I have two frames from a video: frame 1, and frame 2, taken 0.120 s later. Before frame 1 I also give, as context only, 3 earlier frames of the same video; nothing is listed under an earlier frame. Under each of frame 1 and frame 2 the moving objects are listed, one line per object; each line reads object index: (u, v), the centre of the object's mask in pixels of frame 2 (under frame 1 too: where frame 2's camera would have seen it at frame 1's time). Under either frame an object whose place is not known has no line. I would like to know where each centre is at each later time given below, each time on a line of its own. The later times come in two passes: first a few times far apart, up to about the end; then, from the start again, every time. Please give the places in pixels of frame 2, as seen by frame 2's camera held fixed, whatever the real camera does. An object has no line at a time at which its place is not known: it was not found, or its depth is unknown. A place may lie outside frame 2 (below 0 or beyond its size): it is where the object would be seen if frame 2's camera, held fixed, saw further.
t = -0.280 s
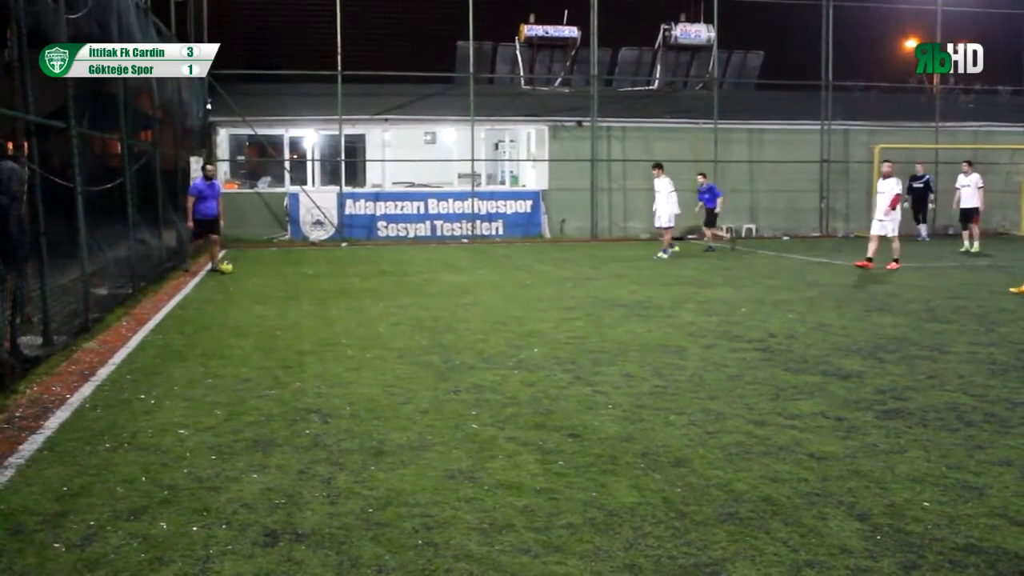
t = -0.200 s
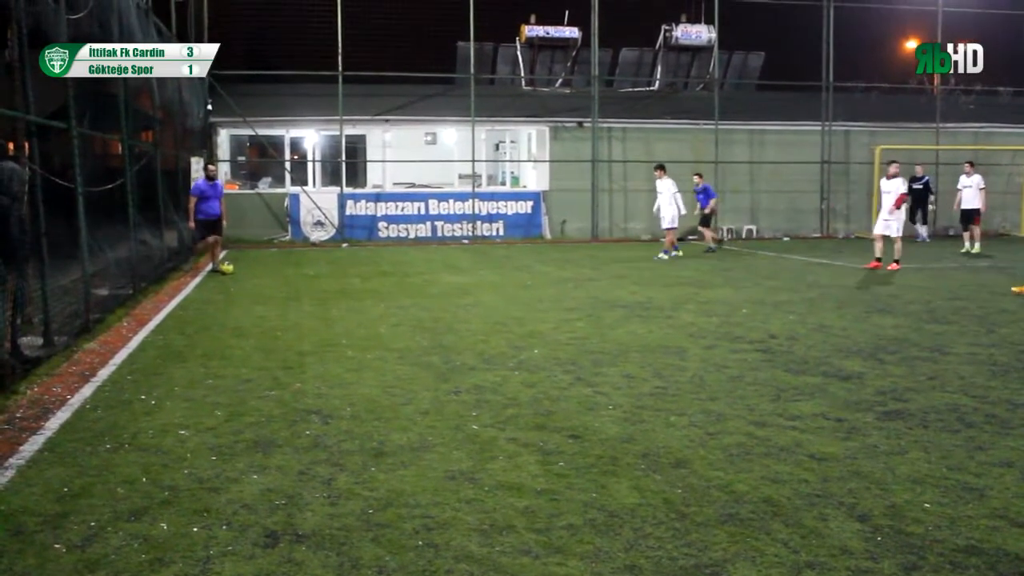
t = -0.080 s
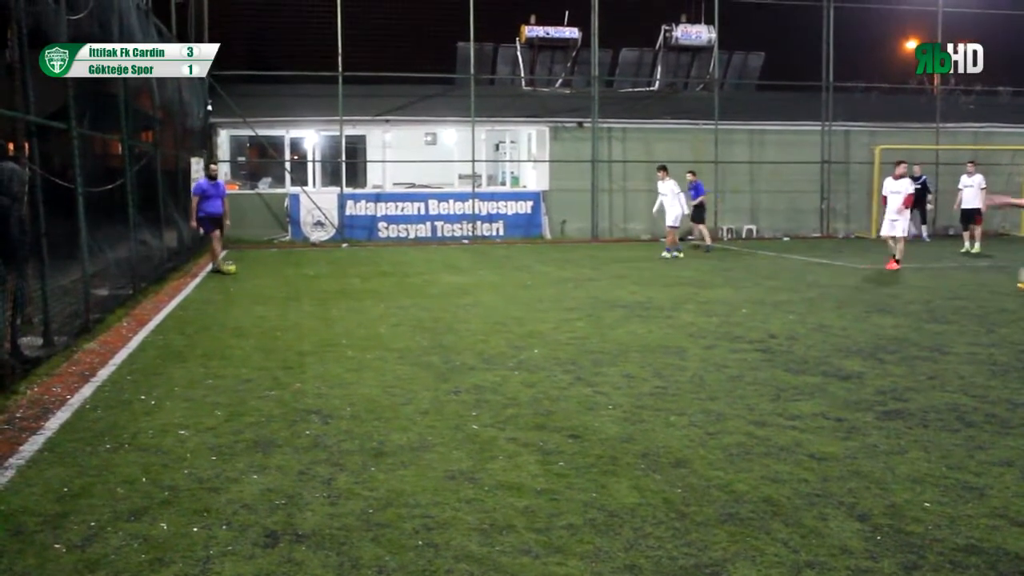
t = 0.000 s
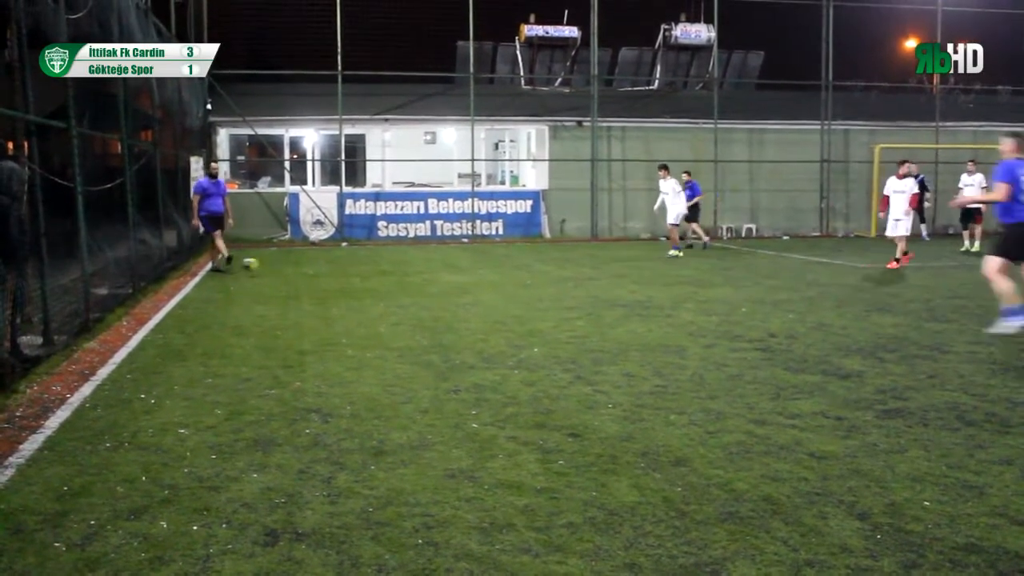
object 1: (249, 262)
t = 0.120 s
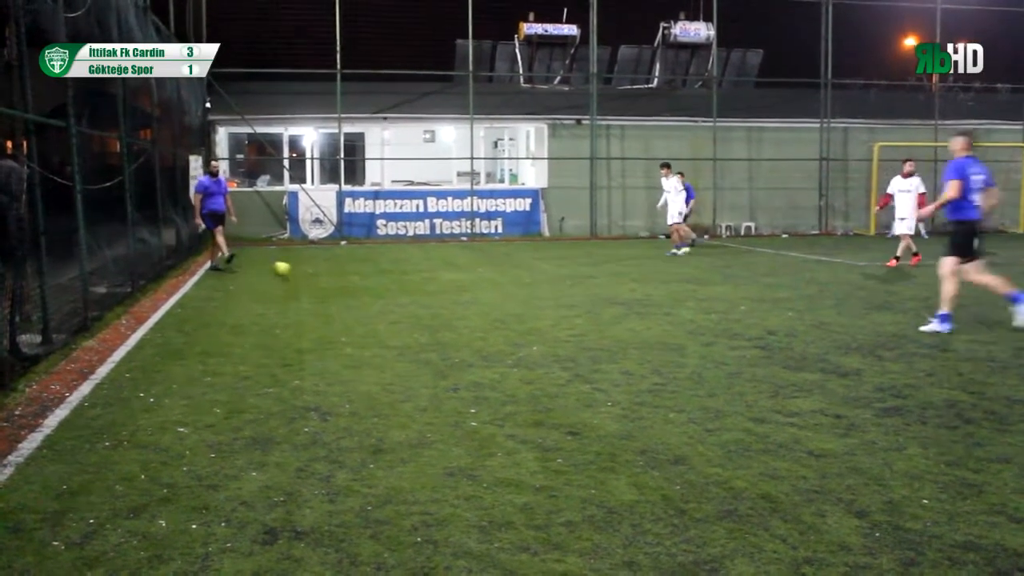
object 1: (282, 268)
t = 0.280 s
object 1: (330, 275)
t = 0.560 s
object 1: (416, 290)
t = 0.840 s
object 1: (501, 302)
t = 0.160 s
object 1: (294, 273)
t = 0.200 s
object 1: (307, 276)
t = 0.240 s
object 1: (318, 275)
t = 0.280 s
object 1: (330, 275)
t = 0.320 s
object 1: (341, 277)
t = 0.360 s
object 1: (353, 279)
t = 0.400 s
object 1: (366, 284)
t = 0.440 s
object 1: (380, 286)
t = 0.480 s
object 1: (392, 287)
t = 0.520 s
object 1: (403, 287)
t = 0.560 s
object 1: (416, 290)
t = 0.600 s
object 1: (429, 294)
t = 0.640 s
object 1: (441, 295)
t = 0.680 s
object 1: (453, 294)
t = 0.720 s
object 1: (464, 295)
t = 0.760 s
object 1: (477, 298)
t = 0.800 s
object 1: (490, 302)
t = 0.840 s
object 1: (501, 302)
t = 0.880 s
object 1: (513, 300)
